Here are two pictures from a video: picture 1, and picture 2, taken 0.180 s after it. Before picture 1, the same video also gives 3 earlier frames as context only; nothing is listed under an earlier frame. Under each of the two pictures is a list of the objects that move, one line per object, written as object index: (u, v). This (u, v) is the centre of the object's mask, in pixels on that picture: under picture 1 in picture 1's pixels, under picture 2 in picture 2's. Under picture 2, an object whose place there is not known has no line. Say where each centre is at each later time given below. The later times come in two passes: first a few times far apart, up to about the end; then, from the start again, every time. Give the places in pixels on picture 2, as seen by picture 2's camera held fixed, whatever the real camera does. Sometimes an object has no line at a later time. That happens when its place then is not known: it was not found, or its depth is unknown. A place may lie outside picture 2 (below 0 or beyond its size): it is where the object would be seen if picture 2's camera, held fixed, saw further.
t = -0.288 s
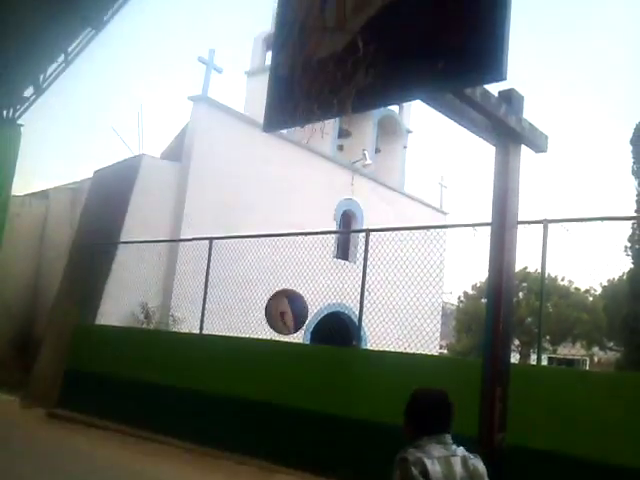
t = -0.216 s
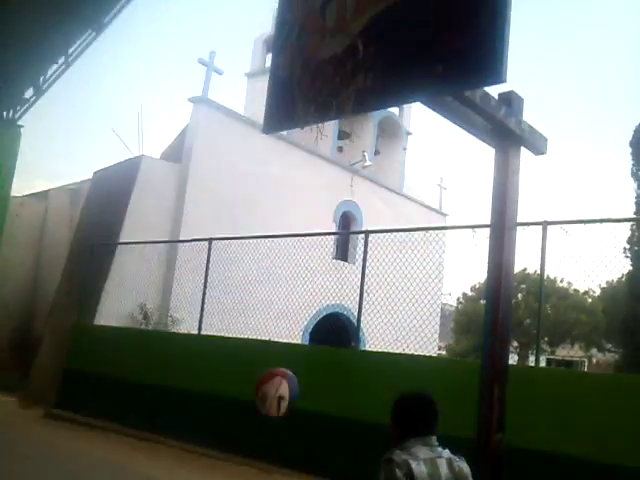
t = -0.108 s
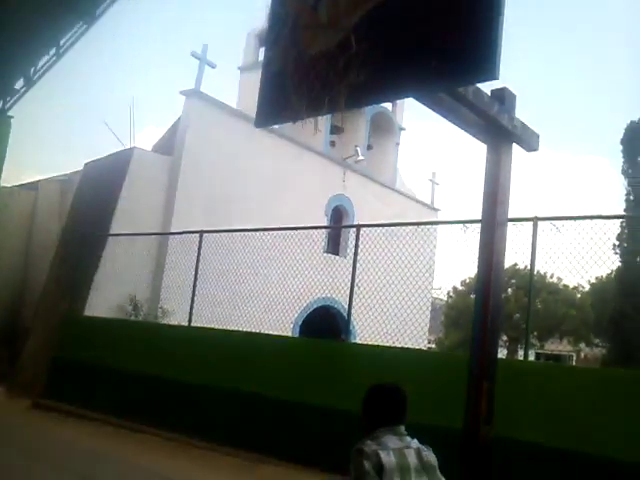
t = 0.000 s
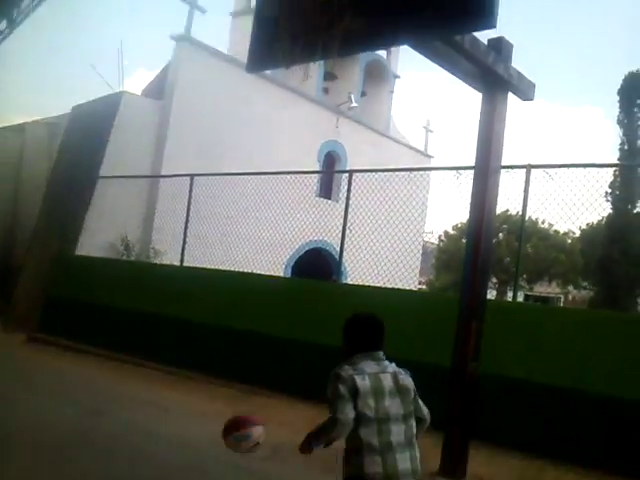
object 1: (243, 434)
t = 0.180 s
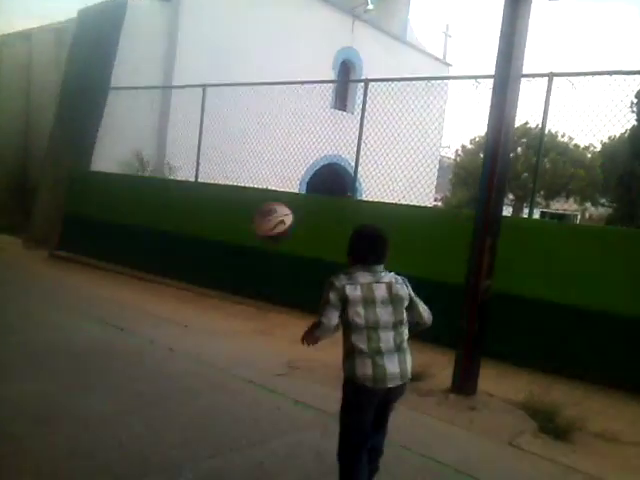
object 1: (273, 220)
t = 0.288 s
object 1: (277, 167)
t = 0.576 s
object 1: (278, 110)
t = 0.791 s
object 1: (268, 156)
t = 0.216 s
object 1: (275, 201)
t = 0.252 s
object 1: (275, 182)
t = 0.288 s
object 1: (277, 167)
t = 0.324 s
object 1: (277, 153)
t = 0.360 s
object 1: (279, 140)
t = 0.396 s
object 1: (279, 129)
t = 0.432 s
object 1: (279, 121)
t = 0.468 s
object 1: (279, 115)
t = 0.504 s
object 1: (279, 111)
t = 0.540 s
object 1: (278, 109)
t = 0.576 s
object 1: (278, 110)
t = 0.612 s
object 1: (277, 112)
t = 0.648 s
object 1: (275, 117)
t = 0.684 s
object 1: (274, 124)
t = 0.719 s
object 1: (272, 132)
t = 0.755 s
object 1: (270, 143)
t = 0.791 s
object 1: (268, 156)
